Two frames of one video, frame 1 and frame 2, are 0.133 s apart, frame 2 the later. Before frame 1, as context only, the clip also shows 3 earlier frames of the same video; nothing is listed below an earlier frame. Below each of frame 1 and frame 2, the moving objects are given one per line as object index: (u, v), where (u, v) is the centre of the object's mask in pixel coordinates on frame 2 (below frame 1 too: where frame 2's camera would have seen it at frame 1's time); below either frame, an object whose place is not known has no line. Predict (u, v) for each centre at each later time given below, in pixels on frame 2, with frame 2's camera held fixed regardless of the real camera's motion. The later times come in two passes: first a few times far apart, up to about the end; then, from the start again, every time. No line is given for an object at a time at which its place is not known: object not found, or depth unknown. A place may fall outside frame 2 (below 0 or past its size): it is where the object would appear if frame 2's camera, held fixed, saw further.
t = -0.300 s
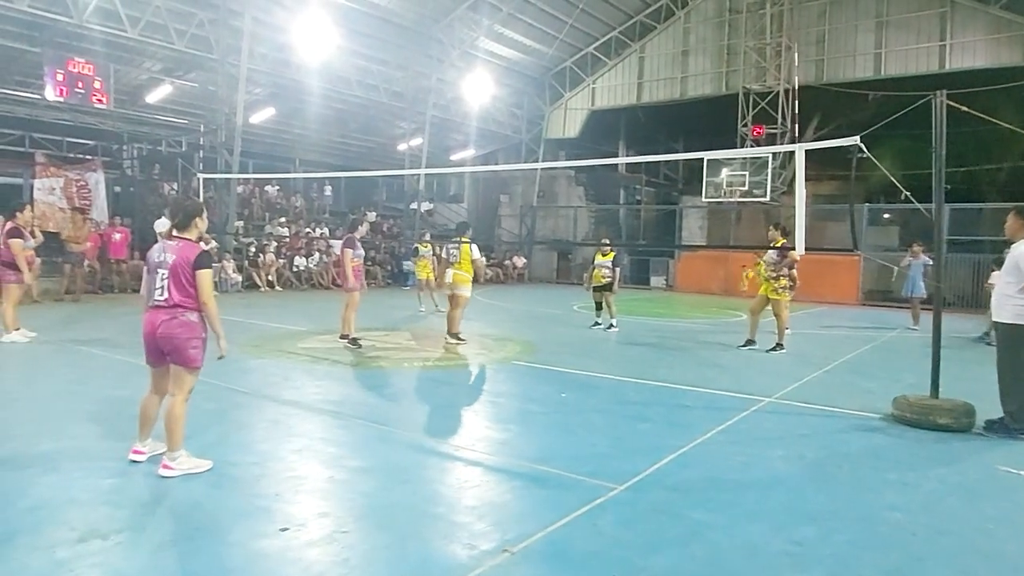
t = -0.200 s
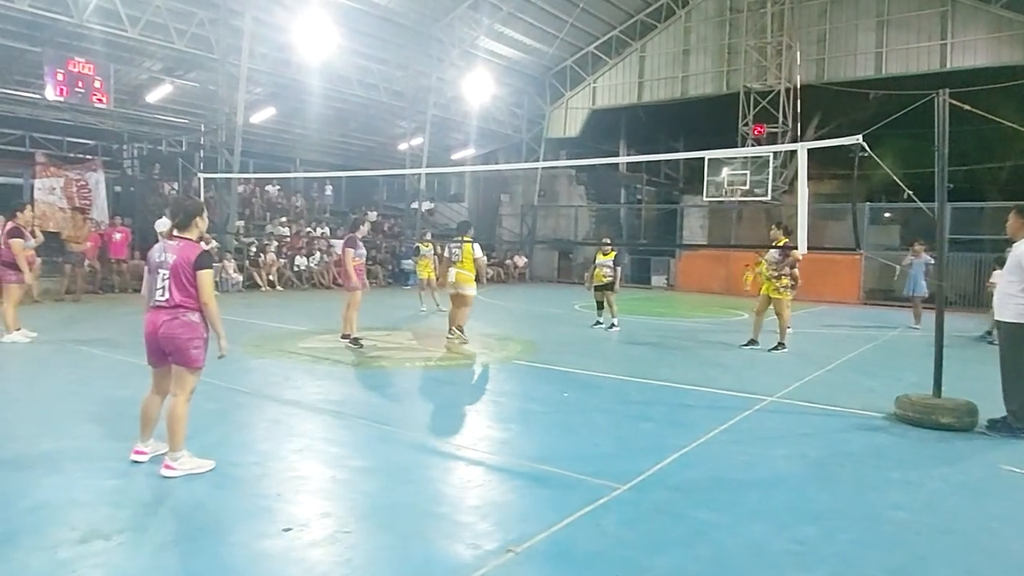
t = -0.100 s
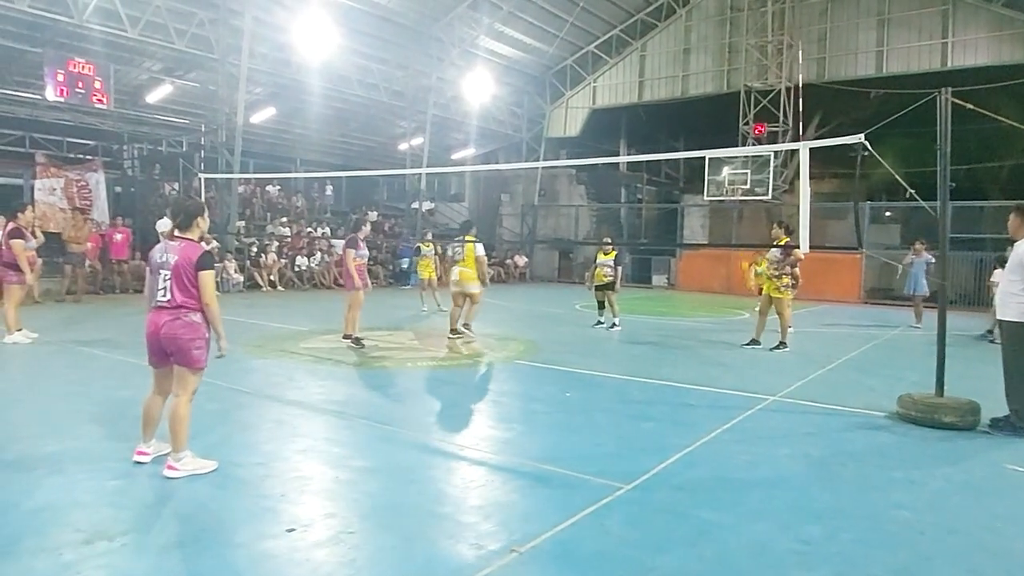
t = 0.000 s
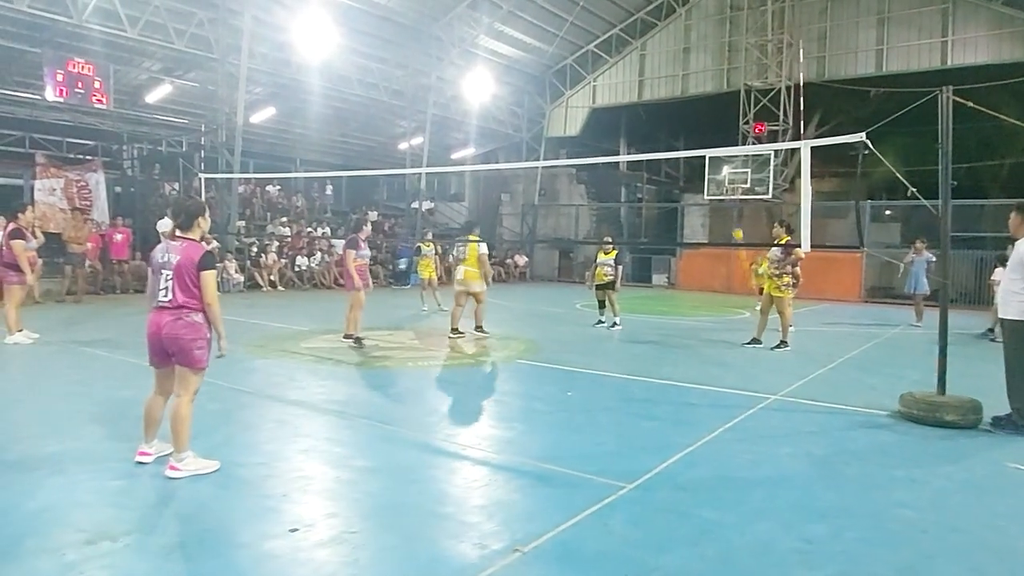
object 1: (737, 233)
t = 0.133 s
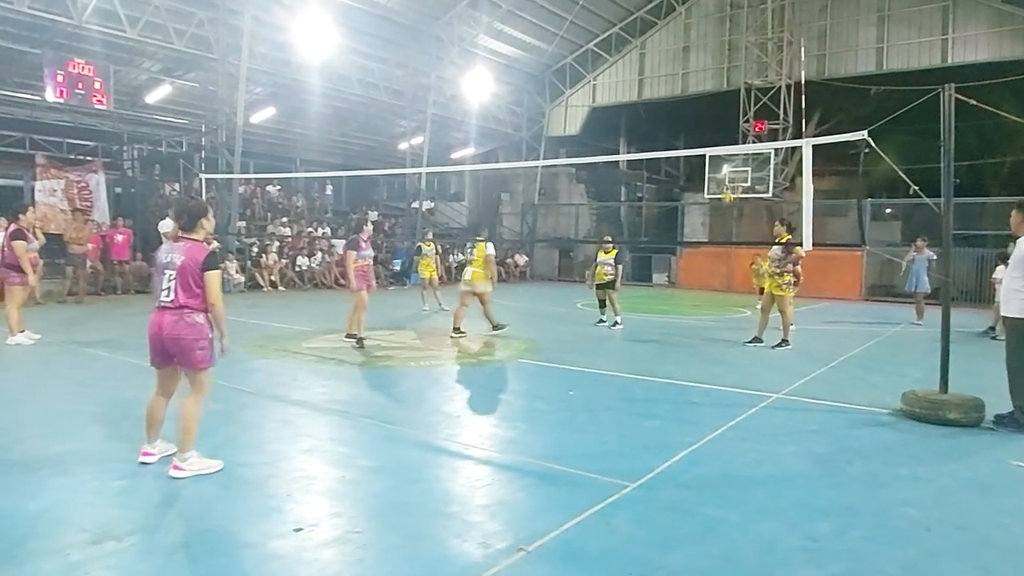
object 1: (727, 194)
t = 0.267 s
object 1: (712, 160)
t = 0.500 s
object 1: (673, 106)
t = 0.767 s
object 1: (610, 64)
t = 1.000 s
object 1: (479, 86)
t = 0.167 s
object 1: (723, 187)
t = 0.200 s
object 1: (722, 180)
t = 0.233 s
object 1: (715, 168)
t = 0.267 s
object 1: (712, 160)
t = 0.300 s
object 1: (706, 152)
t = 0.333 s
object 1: (701, 142)
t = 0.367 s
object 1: (697, 135)
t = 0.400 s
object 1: (691, 128)
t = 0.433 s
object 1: (685, 120)
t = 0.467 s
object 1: (680, 113)
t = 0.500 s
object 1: (673, 106)
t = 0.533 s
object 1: (667, 99)
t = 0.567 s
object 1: (662, 93)
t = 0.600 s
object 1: (654, 86)
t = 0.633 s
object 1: (646, 80)
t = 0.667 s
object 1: (640, 75)
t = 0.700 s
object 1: (631, 71)
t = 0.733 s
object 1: (622, 67)
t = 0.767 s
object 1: (610, 64)
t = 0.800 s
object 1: (597, 61)
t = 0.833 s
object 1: (584, 59)
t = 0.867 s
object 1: (568, 61)
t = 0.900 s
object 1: (551, 64)
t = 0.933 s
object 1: (530, 68)
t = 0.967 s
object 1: (508, 74)
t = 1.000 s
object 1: (479, 86)
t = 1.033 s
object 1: (447, 98)
